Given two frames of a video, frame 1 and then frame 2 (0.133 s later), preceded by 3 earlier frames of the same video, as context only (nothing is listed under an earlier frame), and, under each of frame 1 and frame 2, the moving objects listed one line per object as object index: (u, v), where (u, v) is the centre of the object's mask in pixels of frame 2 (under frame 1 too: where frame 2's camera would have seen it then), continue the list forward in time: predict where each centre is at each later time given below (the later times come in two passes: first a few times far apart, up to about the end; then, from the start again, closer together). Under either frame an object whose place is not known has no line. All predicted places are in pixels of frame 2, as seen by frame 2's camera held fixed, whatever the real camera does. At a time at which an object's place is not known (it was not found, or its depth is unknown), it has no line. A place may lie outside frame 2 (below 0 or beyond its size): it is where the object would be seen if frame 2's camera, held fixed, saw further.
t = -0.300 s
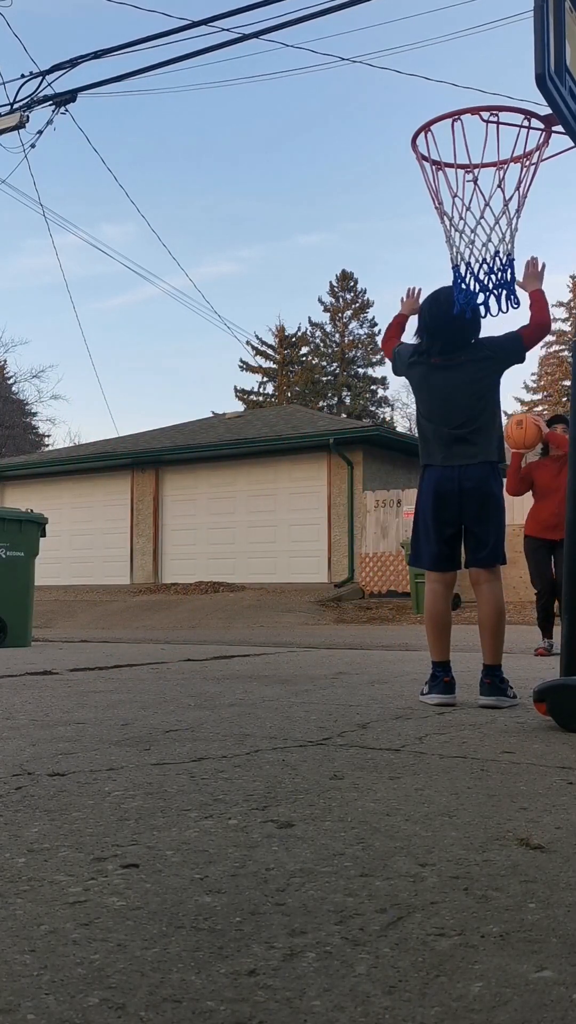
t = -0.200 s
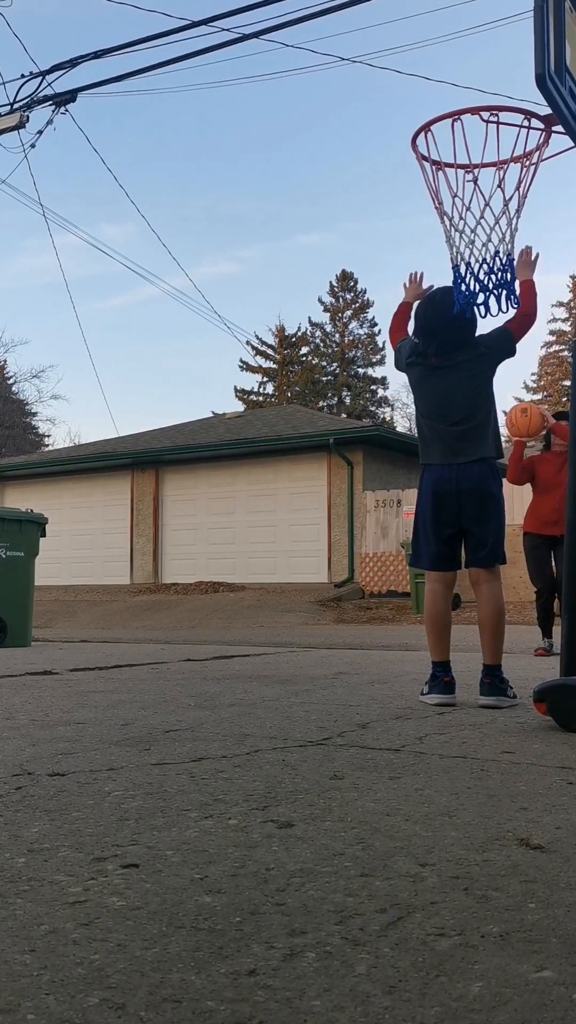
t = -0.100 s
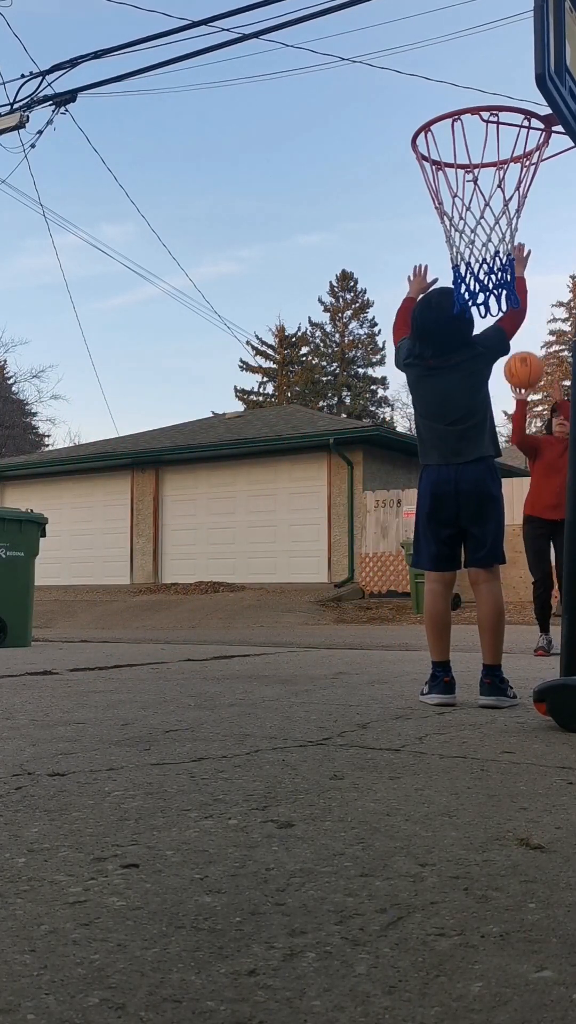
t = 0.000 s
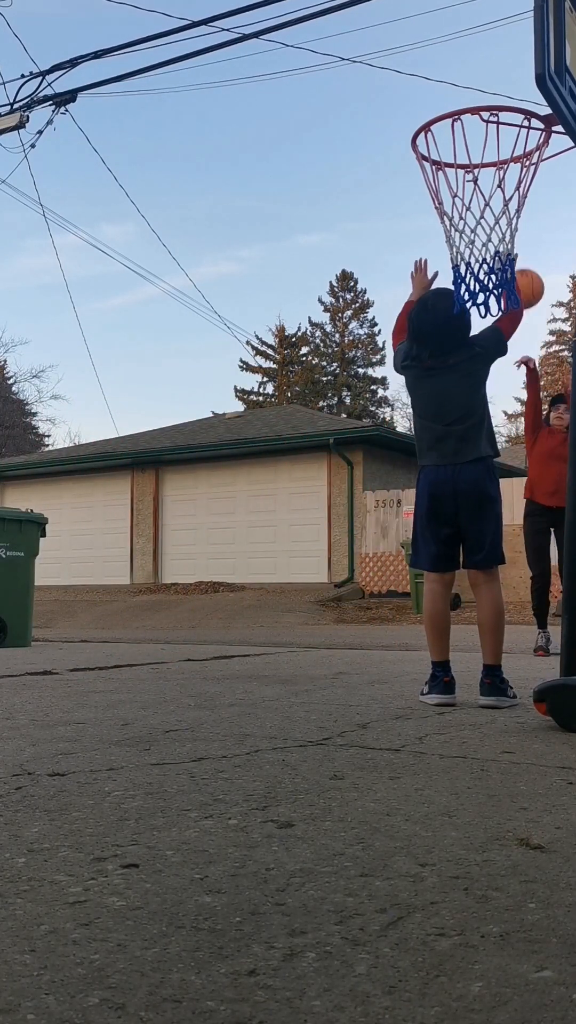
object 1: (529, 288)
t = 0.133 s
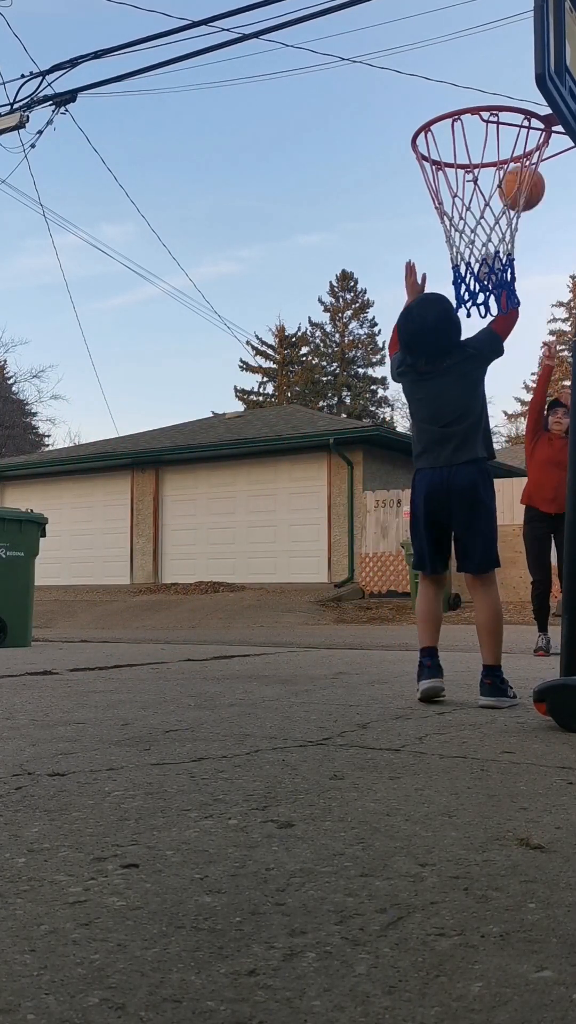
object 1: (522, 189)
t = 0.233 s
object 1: (521, 123)
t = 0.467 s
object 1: (511, 21)
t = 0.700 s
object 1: (504, 23)
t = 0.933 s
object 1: (466, 54)
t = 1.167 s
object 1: (351, 241)
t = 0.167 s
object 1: (522, 165)
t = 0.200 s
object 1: (521, 143)
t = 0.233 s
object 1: (521, 123)
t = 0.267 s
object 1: (519, 102)
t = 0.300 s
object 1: (517, 83)
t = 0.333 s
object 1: (515, 67)
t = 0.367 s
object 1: (514, 51)
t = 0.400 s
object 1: (514, 37)
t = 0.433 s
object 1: (512, 27)
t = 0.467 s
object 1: (511, 21)
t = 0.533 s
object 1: (510, 15)
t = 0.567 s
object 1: (509, 14)
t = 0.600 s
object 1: (508, 13)
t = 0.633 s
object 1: (507, 15)
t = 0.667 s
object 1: (506, 18)
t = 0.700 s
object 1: (504, 23)
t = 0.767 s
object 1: (503, 42)
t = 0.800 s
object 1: (502, 62)
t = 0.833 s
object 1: (499, 55)
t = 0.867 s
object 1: (491, 50)
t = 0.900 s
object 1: (479, 50)
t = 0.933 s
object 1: (466, 54)
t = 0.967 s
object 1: (453, 62)
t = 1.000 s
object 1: (438, 76)
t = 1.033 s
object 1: (423, 96)
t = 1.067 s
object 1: (406, 121)
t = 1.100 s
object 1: (389, 153)
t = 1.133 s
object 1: (371, 193)
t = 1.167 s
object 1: (351, 241)
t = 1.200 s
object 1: (331, 299)
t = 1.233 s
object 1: (307, 370)
